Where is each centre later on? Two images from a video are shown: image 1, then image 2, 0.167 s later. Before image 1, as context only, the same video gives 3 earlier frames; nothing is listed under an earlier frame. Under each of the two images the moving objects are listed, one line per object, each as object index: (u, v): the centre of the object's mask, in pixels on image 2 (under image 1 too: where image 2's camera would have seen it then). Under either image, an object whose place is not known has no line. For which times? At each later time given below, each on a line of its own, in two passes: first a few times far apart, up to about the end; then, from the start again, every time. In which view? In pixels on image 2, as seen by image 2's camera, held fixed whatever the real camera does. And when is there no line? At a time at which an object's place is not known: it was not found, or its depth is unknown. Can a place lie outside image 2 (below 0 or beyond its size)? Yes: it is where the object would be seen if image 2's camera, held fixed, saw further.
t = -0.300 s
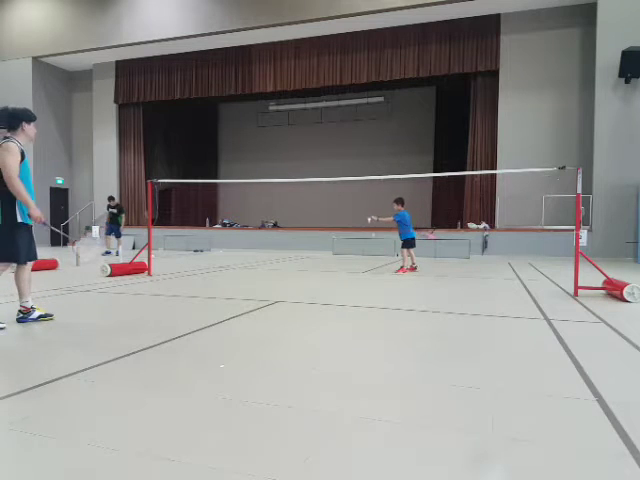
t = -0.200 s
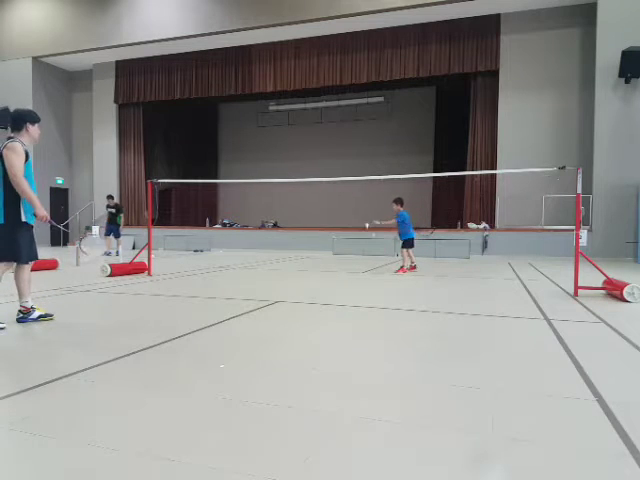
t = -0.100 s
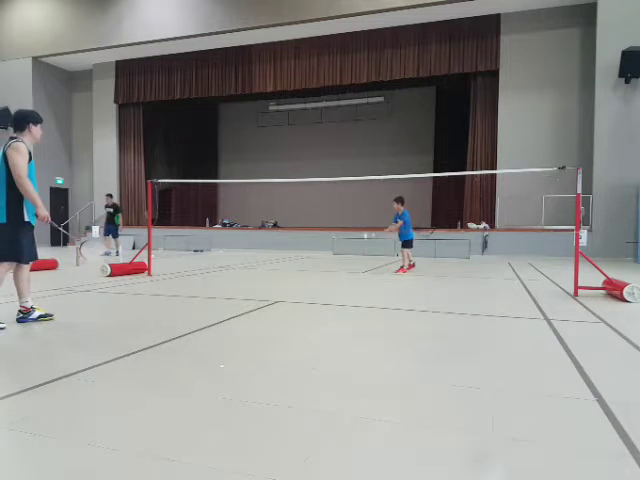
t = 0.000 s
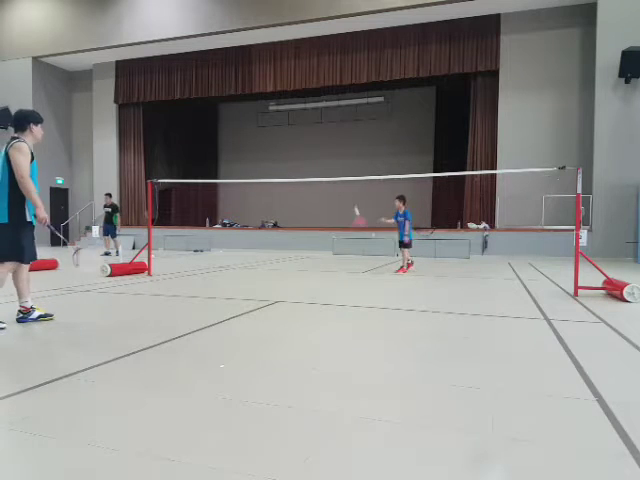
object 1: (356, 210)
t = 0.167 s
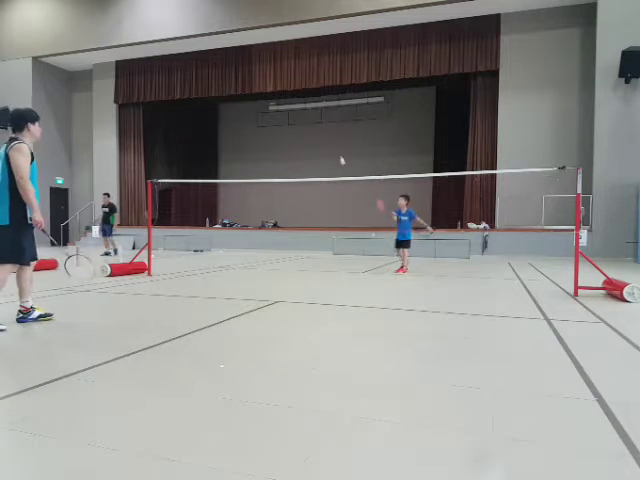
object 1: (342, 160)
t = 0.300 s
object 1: (330, 132)
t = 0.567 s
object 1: (306, 108)
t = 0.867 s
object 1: (273, 141)
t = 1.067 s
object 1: (253, 201)
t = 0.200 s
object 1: (339, 153)
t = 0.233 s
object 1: (336, 145)
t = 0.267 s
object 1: (333, 138)
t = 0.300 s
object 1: (330, 132)
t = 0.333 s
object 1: (328, 127)
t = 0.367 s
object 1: (324, 122)
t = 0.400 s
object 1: (321, 118)
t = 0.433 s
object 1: (318, 115)
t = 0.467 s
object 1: (315, 112)
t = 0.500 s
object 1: (312, 110)
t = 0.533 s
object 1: (309, 109)
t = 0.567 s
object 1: (306, 108)
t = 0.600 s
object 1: (303, 108)
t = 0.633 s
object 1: (299, 109)
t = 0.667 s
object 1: (296, 111)
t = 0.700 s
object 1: (292, 114)
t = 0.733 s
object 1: (288, 118)
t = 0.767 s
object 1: (284, 122)
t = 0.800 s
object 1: (280, 127)
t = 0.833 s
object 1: (277, 134)
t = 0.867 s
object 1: (273, 141)
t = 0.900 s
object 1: (270, 149)
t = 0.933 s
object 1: (267, 158)
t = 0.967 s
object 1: (263, 167)
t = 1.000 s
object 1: (259, 178)
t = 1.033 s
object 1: (256, 190)
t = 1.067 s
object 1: (253, 201)
